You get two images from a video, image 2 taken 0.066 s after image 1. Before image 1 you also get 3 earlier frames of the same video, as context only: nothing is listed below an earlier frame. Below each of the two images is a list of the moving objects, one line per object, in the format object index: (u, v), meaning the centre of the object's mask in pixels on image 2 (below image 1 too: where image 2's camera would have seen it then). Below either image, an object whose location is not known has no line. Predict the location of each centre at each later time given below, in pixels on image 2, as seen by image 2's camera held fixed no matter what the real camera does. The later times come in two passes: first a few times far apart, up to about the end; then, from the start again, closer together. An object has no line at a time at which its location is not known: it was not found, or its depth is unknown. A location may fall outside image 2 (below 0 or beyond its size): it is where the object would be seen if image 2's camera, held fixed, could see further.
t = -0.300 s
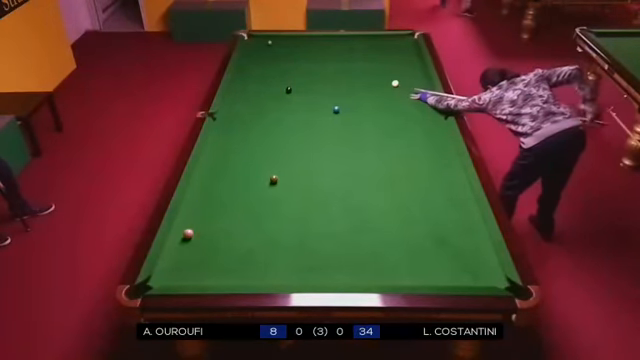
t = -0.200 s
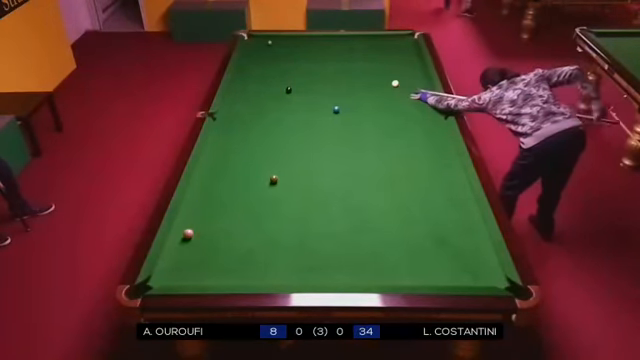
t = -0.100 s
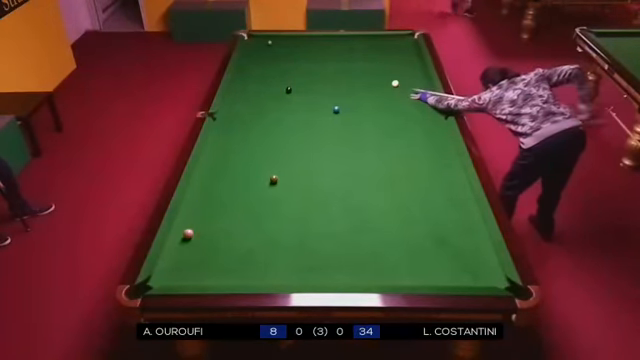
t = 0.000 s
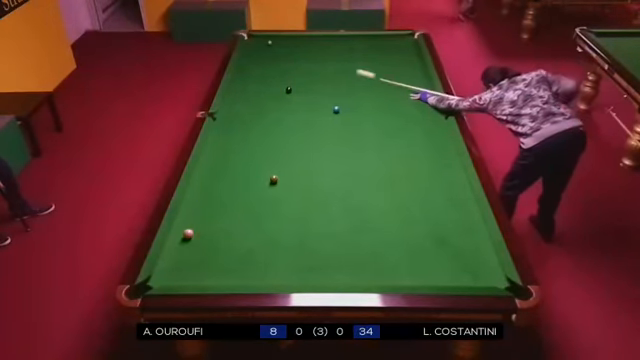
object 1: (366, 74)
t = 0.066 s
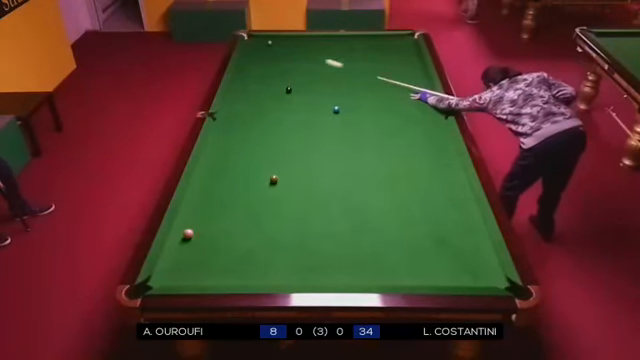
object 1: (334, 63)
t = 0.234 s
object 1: (274, 42)
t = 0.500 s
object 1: (297, 38)
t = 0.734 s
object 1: (320, 44)
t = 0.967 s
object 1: (342, 49)
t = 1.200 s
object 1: (365, 54)
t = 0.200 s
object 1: (279, 45)
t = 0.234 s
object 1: (274, 42)
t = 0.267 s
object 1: (276, 41)
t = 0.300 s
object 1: (277, 40)
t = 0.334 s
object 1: (278, 38)
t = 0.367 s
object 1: (280, 37)
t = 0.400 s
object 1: (285, 36)
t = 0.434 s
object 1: (290, 36)
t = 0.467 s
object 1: (293, 37)
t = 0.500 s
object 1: (297, 38)
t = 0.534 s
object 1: (301, 39)
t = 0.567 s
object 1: (304, 40)
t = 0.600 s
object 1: (308, 41)
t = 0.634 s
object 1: (311, 42)
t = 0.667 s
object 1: (314, 42)
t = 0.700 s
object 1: (317, 43)
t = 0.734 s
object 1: (320, 44)
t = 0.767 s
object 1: (323, 44)
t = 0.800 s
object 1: (326, 45)
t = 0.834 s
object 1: (330, 46)
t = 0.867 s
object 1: (333, 46)
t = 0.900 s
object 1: (336, 47)
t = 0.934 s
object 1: (339, 48)
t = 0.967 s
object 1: (342, 49)
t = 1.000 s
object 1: (345, 49)
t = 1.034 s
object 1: (348, 50)
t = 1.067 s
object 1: (352, 51)
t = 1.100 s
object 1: (355, 51)
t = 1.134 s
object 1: (358, 52)
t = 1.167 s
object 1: (361, 53)
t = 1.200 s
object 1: (365, 54)
